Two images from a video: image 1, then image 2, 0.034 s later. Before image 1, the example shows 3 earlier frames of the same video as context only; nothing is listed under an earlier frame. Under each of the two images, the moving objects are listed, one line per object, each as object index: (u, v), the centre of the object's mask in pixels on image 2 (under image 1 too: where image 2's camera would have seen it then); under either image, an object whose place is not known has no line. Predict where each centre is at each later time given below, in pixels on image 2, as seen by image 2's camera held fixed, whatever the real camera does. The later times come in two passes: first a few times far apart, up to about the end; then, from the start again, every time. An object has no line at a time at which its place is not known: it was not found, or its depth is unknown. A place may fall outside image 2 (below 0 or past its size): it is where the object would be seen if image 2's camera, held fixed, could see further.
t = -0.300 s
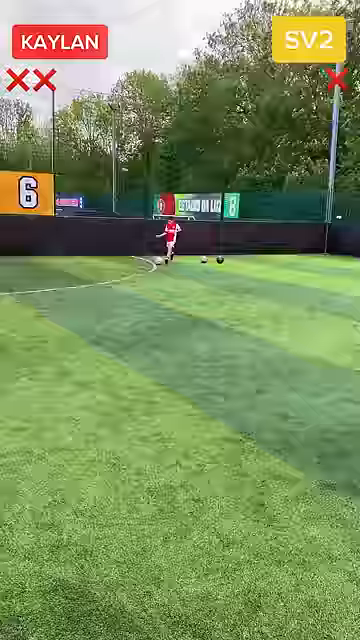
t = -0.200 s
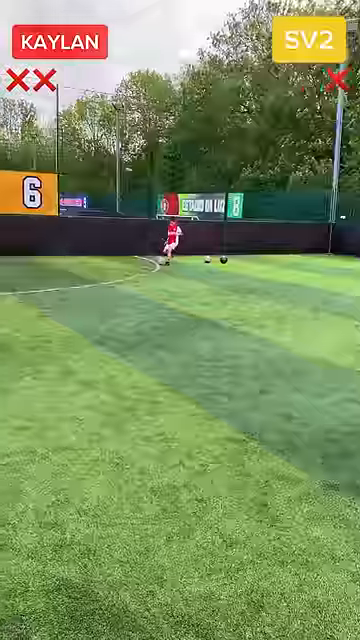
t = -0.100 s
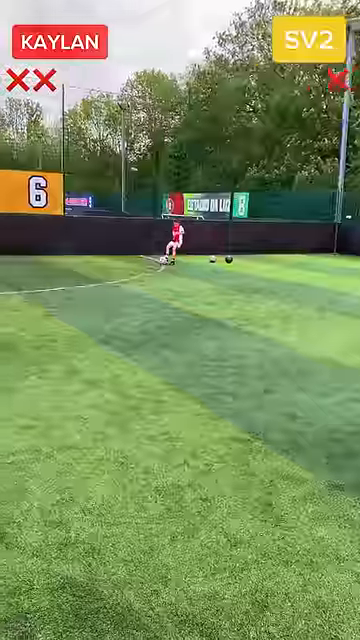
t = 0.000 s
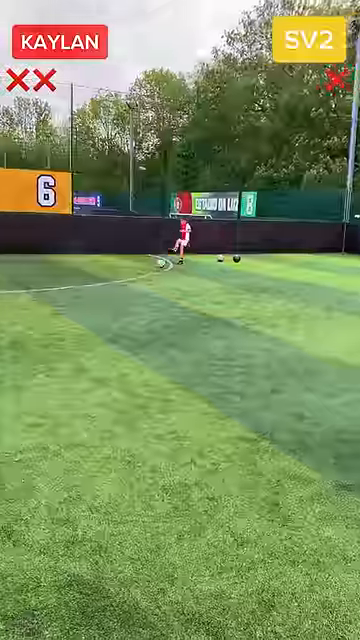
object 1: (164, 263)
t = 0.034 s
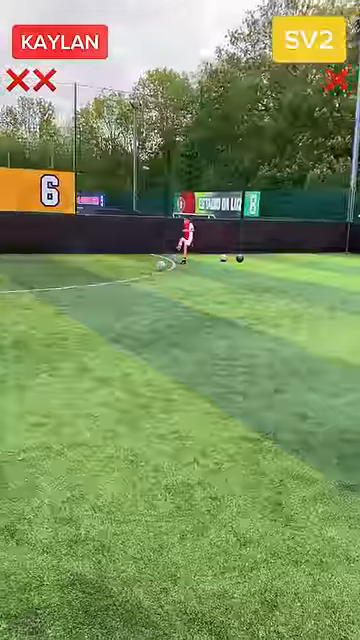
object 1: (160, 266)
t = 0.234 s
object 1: (137, 276)
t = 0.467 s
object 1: (101, 297)
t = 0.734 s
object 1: (50, 324)
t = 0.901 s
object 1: (5, 351)
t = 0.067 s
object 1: (156, 268)
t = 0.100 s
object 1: (153, 269)
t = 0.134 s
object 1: (150, 270)
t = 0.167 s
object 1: (146, 272)
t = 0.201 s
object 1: (142, 273)
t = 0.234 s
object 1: (137, 276)
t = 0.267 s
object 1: (133, 280)
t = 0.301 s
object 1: (127, 284)
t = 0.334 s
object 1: (120, 286)
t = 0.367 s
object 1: (118, 288)
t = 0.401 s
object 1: (112, 291)
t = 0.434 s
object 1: (108, 294)
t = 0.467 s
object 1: (101, 297)
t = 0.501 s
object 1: (96, 300)
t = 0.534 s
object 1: (90, 302)
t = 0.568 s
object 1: (84, 305)
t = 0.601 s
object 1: (77, 309)
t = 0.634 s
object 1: (71, 315)
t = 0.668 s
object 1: (64, 319)
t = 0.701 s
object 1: (56, 322)
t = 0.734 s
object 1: (50, 324)
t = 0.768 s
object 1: (44, 327)
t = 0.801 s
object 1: (34, 334)
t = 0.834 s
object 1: (25, 342)
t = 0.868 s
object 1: (16, 346)
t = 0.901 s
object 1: (5, 351)
